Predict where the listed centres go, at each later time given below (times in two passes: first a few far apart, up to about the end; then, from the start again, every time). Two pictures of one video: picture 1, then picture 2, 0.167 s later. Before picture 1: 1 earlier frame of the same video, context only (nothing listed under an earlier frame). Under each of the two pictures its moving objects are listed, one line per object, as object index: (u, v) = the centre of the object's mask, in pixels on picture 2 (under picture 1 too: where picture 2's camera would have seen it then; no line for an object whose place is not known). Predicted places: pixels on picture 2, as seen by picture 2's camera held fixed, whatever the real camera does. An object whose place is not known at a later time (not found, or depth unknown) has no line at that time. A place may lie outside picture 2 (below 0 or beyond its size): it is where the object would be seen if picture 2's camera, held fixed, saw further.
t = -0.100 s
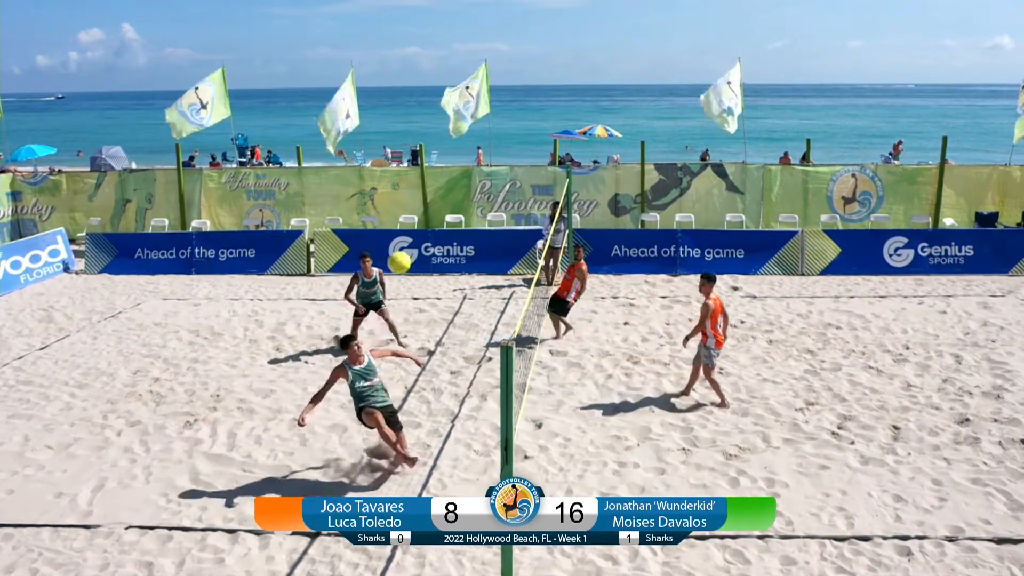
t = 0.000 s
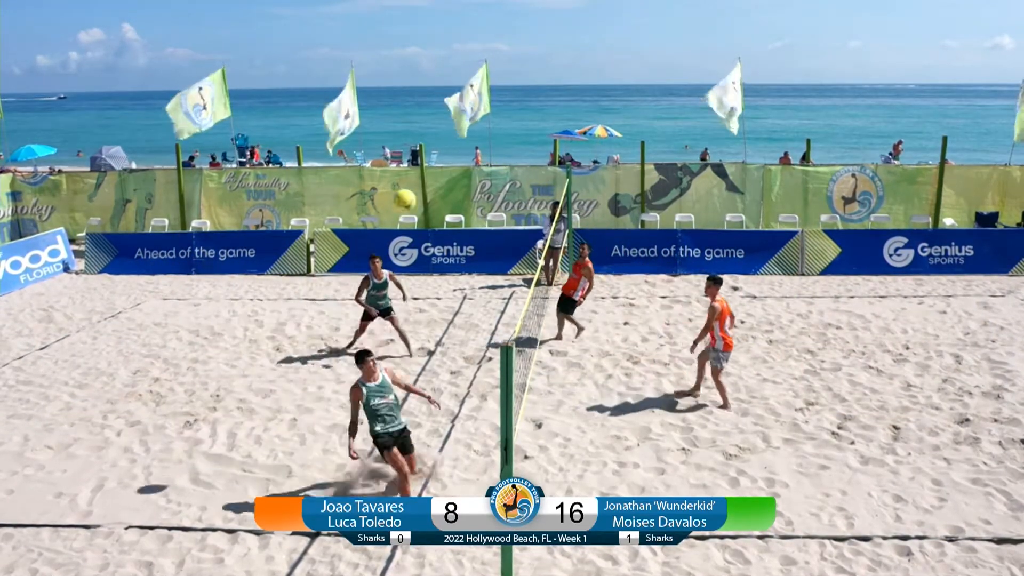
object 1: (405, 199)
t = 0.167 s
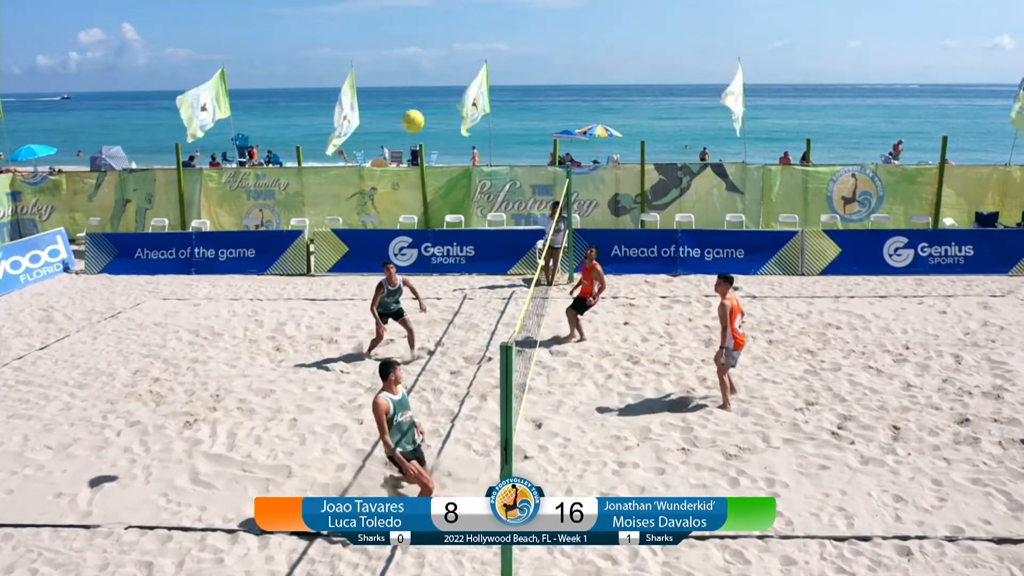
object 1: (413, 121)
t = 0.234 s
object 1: (416, 98)
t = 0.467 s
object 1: (428, 55)
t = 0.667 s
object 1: (436, 63)
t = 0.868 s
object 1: (444, 106)
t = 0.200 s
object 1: (415, 109)
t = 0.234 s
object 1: (416, 98)
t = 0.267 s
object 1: (418, 89)
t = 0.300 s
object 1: (419, 80)
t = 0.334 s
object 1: (421, 73)
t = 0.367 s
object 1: (423, 67)
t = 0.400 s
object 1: (425, 62)
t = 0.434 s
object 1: (426, 58)
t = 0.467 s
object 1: (428, 55)
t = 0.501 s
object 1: (429, 54)
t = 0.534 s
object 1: (430, 54)
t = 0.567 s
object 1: (432, 54)
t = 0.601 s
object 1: (433, 56)
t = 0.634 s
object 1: (434, 59)
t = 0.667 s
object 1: (436, 63)
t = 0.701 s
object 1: (437, 68)
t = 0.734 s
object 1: (439, 74)
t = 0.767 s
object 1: (440, 80)
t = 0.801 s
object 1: (442, 88)
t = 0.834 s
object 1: (443, 96)
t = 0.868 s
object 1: (444, 106)
